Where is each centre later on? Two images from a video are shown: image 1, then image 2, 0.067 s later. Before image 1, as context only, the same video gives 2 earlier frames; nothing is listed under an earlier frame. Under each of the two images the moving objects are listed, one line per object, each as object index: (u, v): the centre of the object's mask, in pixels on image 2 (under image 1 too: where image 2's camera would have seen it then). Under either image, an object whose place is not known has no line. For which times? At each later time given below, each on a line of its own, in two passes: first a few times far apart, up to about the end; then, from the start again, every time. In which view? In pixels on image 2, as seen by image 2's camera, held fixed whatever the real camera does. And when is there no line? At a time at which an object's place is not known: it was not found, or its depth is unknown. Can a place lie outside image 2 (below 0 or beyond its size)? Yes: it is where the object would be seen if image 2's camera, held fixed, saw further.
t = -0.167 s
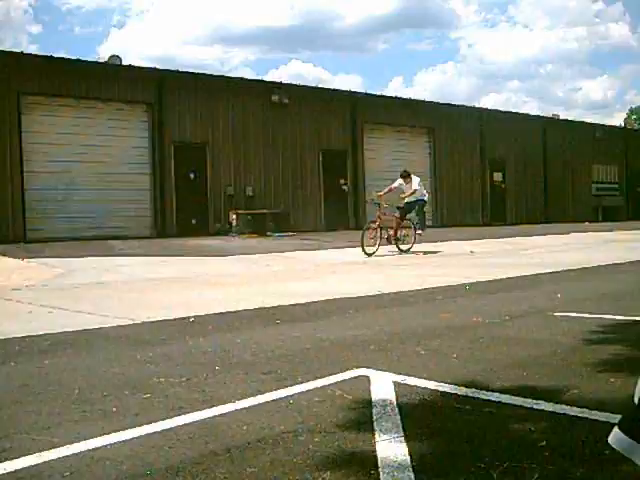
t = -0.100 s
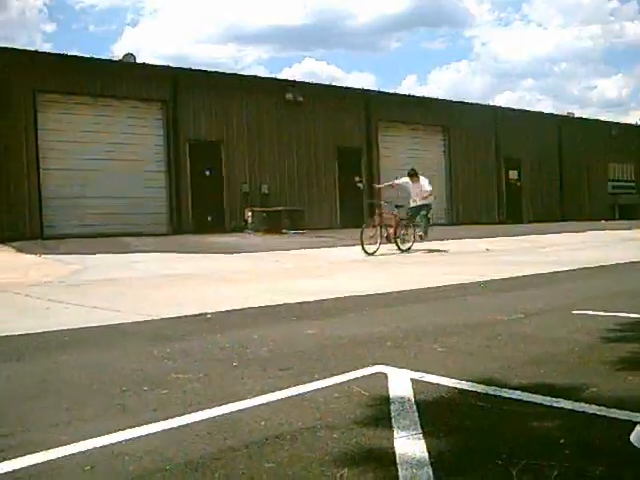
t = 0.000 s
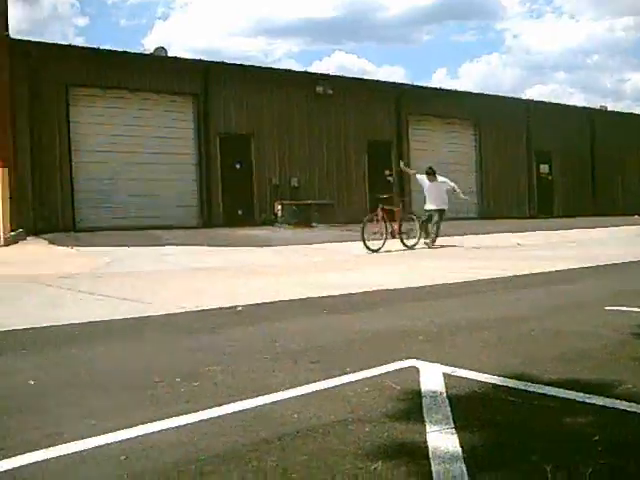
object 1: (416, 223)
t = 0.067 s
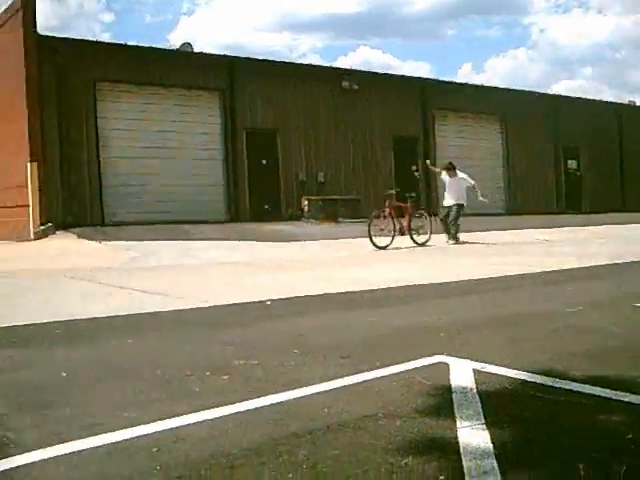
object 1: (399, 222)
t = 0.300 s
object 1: (326, 225)
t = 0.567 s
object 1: (222, 234)
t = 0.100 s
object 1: (389, 223)
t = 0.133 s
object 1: (379, 223)
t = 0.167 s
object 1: (370, 223)
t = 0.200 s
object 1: (359, 225)
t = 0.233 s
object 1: (348, 225)
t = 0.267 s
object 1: (335, 224)
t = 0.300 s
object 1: (326, 225)
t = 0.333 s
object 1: (315, 227)
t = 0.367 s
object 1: (303, 231)
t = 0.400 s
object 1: (290, 229)
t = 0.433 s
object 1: (283, 229)
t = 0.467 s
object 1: (265, 232)
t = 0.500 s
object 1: (251, 232)
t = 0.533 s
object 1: (237, 232)
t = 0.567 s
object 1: (222, 234)
